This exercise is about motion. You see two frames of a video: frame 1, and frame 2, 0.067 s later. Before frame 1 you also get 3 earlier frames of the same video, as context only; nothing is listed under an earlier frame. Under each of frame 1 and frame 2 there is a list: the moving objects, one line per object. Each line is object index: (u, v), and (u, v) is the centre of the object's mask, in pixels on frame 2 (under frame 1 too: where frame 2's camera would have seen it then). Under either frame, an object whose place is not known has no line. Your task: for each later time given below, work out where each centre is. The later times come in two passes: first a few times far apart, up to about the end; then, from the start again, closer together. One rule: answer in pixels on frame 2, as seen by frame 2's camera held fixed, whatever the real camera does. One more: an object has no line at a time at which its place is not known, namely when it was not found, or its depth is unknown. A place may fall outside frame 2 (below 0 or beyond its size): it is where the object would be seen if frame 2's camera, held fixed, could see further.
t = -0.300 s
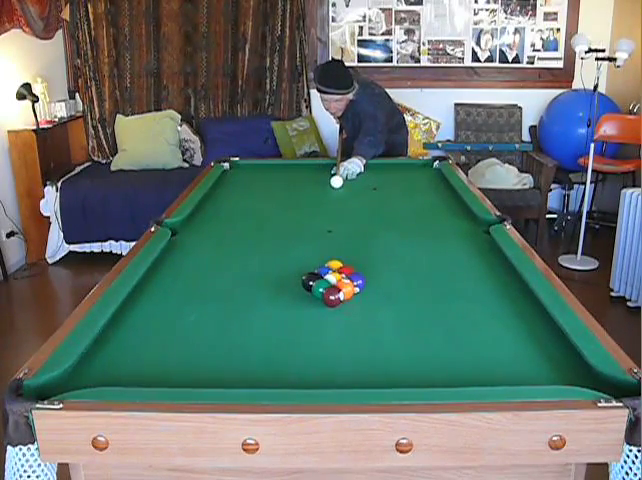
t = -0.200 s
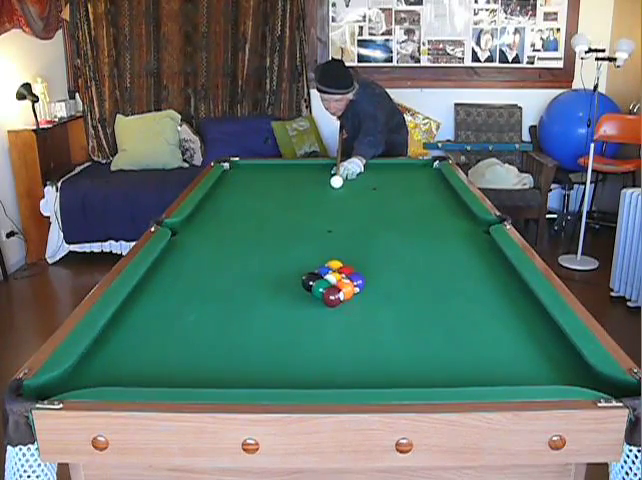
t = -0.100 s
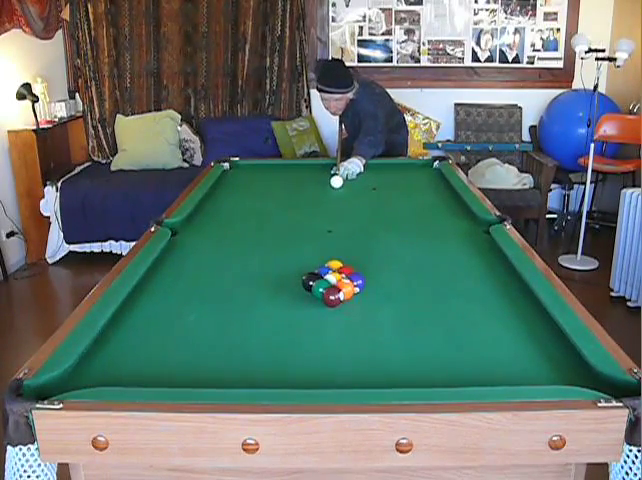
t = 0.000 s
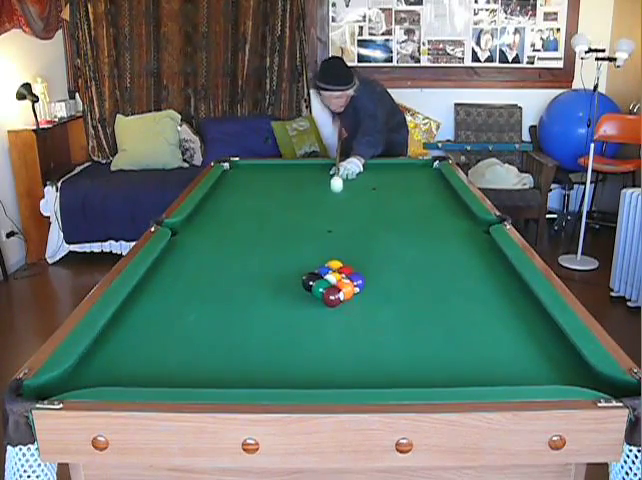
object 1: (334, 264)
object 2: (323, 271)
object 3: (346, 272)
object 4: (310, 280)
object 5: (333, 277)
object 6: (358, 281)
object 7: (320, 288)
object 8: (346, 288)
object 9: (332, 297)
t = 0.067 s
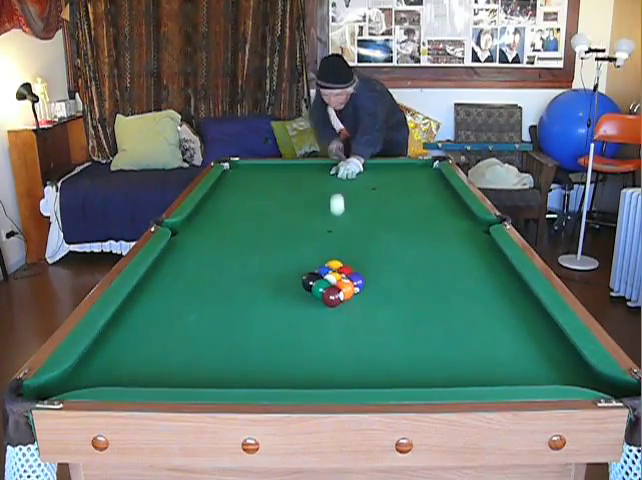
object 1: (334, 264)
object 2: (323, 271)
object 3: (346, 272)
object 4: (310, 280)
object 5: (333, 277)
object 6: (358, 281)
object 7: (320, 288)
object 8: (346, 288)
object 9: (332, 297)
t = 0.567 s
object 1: (376, 262)
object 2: (203, 250)
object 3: (418, 275)
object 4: (139, 377)
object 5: (291, 299)
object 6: (442, 291)
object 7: (236, 327)
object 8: (513, 329)
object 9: (335, 374)
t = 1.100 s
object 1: (422, 253)
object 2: (252, 230)
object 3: (505, 272)
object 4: (375, 322)
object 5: (231, 323)
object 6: (536, 312)
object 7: (105, 375)
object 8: (450, 369)
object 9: (334, 309)
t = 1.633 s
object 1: (455, 246)
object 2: (334, 217)
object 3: (466, 272)
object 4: (502, 276)
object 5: (173, 346)
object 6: (496, 326)
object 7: (124, 341)
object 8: (321, 373)
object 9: (331, 259)
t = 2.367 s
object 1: (483, 239)
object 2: (418, 201)
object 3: (393, 274)
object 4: (376, 237)
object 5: (108, 373)
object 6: (448, 338)
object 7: (188, 311)
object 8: (195, 348)
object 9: (328, 219)
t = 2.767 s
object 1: (481, 238)
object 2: (452, 195)
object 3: (360, 274)
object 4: (332, 222)
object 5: (81, 382)
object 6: (429, 342)
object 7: (212, 301)
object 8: (144, 337)
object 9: (327, 204)
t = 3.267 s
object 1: (481, 238)
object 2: (425, 192)
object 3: (328, 275)
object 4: (290, 207)
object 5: (59, 386)
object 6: (414, 343)
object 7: (232, 293)
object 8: (121, 327)
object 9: (326, 190)
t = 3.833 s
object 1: (481, 238)
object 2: (401, 190)
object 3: (304, 276)
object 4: (256, 194)
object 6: (413, 343)
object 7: (246, 288)
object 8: (151, 322)
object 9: (326, 179)
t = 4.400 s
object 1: (481, 238)
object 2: (385, 189)
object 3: (294, 277)
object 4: (232, 185)
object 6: (413, 343)
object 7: (249, 287)
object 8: (163, 318)
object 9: (326, 171)
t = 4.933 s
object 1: (481, 238)
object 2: (378, 188)
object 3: (294, 276)
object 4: (222, 179)
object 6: (413, 343)
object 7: (249, 287)
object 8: (164, 317)
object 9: (325, 165)
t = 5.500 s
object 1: (481, 238)
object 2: (378, 188)
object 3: (294, 277)
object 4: (232, 176)
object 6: (413, 343)
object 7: (249, 287)
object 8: (164, 317)
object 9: (324, 164)
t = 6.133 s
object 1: (481, 238)
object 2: (378, 188)
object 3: (294, 277)
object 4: (238, 174)
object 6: (414, 343)
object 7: (249, 287)
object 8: (164, 317)
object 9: (323, 165)
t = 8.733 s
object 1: (481, 238)
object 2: (378, 188)
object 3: (294, 277)
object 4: (239, 174)
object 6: (413, 343)
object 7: (250, 287)
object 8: (164, 317)
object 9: (323, 165)
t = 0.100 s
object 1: (334, 264)
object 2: (323, 271)
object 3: (346, 272)
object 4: (310, 280)
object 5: (333, 277)
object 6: (358, 281)
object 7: (320, 288)
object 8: (346, 288)
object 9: (332, 297)
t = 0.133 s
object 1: (334, 264)
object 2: (323, 271)
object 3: (346, 272)
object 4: (310, 280)
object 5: (333, 277)
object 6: (358, 281)
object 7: (320, 288)
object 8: (346, 288)
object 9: (332, 297)
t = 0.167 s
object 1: (334, 264)
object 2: (323, 271)
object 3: (345, 272)
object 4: (310, 280)
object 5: (333, 277)
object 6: (358, 281)
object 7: (320, 288)
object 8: (346, 288)
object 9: (332, 297)
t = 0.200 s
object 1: (334, 265)
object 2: (320, 272)
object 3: (347, 273)
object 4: (305, 283)
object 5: (333, 279)
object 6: (360, 280)
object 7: (318, 289)
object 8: (351, 291)
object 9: (332, 298)
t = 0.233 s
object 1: (338, 267)
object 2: (307, 272)
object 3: (354, 275)
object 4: (282, 293)
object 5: (329, 283)
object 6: (368, 279)
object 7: (312, 293)
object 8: (364, 294)
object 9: (332, 303)
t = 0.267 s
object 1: (343, 267)
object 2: (293, 268)
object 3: (361, 276)
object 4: (254, 302)
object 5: (325, 285)
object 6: (377, 281)
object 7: (306, 297)
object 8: (379, 297)
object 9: (333, 311)
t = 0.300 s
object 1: (347, 267)
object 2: (281, 266)
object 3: (367, 276)
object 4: (221, 312)
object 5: (321, 287)
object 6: (382, 284)
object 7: (298, 300)
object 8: (395, 301)
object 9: (333, 316)
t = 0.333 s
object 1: (351, 266)
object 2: (270, 264)
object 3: (374, 276)
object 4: (192, 323)
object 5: (316, 289)
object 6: (390, 285)
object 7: (291, 303)
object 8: (409, 305)
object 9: (332, 323)
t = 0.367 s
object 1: (354, 266)
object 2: (260, 261)
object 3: (380, 275)
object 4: (162, 333)
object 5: (313, 290)
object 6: (398, 286)
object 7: (282, 307)
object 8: (423, 308)
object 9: (333, 329)
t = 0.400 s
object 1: (358, 265)
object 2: (249, 261)
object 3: (386, 275)
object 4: (129, 342)
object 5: (310, 291)
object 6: (407, 287)
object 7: (276, 311)
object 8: (437, 311)
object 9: (334, 336)
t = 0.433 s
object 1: (362, 264)
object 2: (240, 257)
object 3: (393, 275)
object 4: (101, 352)
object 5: (306, 293)
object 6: (414, 288)
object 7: (269, 315)
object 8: (452, 315)
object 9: (334, 343)
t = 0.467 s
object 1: (365, 264)
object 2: (230, 255)
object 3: (399, 275)
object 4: (92, 359)
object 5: (302, 295)
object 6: (422, 288)
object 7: (261, 317)
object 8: (468, 318)
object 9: (334, 350)
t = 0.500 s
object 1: (369, 263)
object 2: (222, 253)
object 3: (405, 275)
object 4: (109, 364)
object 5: (298, 296)
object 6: (430, 289)
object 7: (253, 320)
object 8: (482, 322)
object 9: (333, 357)
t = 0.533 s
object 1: (372, 262)
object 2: (213, 251)
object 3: (412, 274)
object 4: (127, 373)
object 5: (295, 298)
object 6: (436, 290)
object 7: (245, 323)
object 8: (497, 325)
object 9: (334, 365)
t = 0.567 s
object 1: (376, 262)
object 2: (203, 250)
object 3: (418, 275)
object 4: (139, 377)
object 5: (291, 299)
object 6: (442, 291)
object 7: (236, 327)
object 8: (513, 329)
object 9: (335, 374)
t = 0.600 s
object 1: (379, 261)
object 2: (195, 246)
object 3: (424, 275)
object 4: (154, 380)
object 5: (287, 301)
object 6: (449, 292)
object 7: (228, 333)
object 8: (530, 333)
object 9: (335, 379)
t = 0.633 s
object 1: (382, 261)
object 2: (186, 246)
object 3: (430, 275)
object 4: (170, 376)
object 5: (283, 303)
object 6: (456, 293)
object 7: (219, 337)
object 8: (545, 336)
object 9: (335, 379)
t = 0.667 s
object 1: (386, 260)
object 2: (180, 243)
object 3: (436, 274)
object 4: (191, 373)
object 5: (280, 304)
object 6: (461, 294)
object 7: (211, 341)
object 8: (556, 339)
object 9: (334, 374)
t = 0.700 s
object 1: (389, 259)
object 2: (176, 242)
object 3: (441, 274)
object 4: (207, 368)
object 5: (275, 305)
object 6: (468, 296)
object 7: (202, 345)
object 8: (548, 342)
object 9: (334, 367)
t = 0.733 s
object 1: (392, 259)
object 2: (183, 241)
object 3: (447, 274)
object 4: (221, 364)
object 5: (272, 306)
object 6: (474, 297)
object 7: (194, 348)
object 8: (540, 344)
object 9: (334, 361)
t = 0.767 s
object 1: (395, 258)
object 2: (190, 240)
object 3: (452, 274)
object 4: (239, 358)
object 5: (268, 309)
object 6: (481, 299)
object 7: (184, 351)
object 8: (532, 346)
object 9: (333, 356)
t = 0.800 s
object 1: (398, 257)
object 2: (197, 239)
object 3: (457, 274)
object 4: (255, 356)
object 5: (264, 310)
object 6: (487, 301)
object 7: (175, 356)
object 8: (524, 348)
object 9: (333, 350)
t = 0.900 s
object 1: (406, 256)
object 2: (216, 236)
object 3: (474, 273)
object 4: (299, 342)
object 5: (253, 314)
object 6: (505, 304)
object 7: (146, 370)
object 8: (501, 355)
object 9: (334, 335)
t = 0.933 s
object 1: (409, 255)
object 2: (222, 235)
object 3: (480, 273)
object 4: (312, 340)
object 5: (249, 316)
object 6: (512, 306)
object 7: (136, 374)
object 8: (492, 358)
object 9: (334, 330)
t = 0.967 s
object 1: (412, 255)
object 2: (229, 234)
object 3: (485, 273)
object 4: (324, 337)
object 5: (245, 318)
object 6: (517, 308)
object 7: (127, 377)
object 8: (484, 360)
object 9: (336, 323)
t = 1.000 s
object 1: (414, 254)
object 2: (235, 232)
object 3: (490, 273)
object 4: (338, 332)
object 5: (241, 319)
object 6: (523, 308)
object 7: (117, 379)
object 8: (476, 362)
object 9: (331, 317)
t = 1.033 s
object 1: (417, 254)
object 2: (241, 232)
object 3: (495, 273)
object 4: (353, 328)
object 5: (238, 321)
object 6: (530, 309)
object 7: (111, 377)
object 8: (467, 364)
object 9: (334, 316)
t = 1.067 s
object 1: (419, 253)
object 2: (247, 231)
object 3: (499, 273)
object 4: (364, 326)
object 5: (234, 322)
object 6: (536, 311)
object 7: (108, 375)
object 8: (459, 367)
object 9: (333, 312)
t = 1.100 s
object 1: (422, 253)
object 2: (252, 230)
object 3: (505, 272)
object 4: (375, 322)
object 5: (231, 323)
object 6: (536, 312)
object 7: (105, 375)
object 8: (450, 369)
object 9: (334, 309)
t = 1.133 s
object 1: (424, 252)
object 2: (257, 229)
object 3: (508, 272)
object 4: (387, 318)
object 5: (227, 325)
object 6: (535, 313)
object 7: (102, 373)
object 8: (441, 371)
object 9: (334, 305)
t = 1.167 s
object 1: (427, 251)
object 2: (263, 228)
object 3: (506, 272)
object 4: (399, 315)
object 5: (223, 326)
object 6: (531, 314)
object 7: (100, 370)
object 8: (433, 373)
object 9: (334, 301)
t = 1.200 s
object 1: (429, 251)
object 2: (269, 227)
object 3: (503, 272)
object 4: (409, 312)
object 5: (219, 328)
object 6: (529, 315)
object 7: (96, 368)
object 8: (424, 375)
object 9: (333, 297)
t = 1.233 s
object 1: (431, 250)
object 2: (275, 226)
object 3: (500, 272)
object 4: (420, 309)
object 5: (216, 330)
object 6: (526, 316)
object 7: (92, 366)
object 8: (416, 376)
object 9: (333, 294)
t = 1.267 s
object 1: (434, 250)
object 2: (280, 225)
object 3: (497, 272)
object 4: (430, 305)
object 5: (212, 331)
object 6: (524, 317)
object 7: (88, 363)
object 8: (407, 378)
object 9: (333, 291)
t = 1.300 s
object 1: (436, 250)
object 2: (286, 224)
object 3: (494, 272)
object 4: (441, 303)
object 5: (209, 332)
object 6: (522, 317)
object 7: (87, 361)
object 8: (398, 379)
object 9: (333, 287)
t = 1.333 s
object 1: (438, 249)
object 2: (290, 223)
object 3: (491, 272)
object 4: (450, 300)
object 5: (205, 334)
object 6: (519, 319)
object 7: (90, 358)
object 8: (388, 381)
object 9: (333, 284)
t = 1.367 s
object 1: (440, 249)
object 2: (295, 223)
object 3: (488, 272)
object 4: (460, 297)
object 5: (201, 335)
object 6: (516, 319)
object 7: (93, 356)
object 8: (381, 380)
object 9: (333, 281)
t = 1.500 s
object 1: (448, 247)
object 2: (316, 219)
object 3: (477, 272)
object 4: (497, 288)
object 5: (187, 341)
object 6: (506, 323)
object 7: (110, 348)
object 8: (350, 377)
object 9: (332, 269)
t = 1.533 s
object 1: (450, 247)
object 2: (321, 218)
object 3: (474, 272)
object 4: (505, 283)
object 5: (183, 342)
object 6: (503, 323)
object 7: (115, 346)
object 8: (343, 376)
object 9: (332, 266)
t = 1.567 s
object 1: (452, 246)
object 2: (325, 218)
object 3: (471, 272)
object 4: (514, 279)
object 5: (180, 344)
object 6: (500, 324)
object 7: (117, 346)
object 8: (335, 375)
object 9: (331, 264)
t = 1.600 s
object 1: (454, 246)
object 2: (329, 217)
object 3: (468, 272)
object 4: (511, 277)
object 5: (177, 345)
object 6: (498, 325)
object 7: (120, 343)
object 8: (328, 374)
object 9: (331, 262)
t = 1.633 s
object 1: (455, 246)
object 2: (334, 217)
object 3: (466, 272)
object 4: (502, 276)
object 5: (173, 346)
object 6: (496, 326)
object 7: (124, 341)
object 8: (321, 373)
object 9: (331, 259)
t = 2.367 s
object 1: (483, 239)
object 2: (418, 201)
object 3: (393, 274)
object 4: (376, 237)
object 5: (108, 373)
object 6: (448, 338)
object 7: (188, 311)
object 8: (195, 348)
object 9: (328, 219)
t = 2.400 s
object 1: (484, 239)
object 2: (421, 201)
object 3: (390, 274)
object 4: (372, 236)
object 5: (106, 374)
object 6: (446, 339)
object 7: (190, 310)
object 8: (190, 347)
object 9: (327, 217)
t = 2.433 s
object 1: (485, 238)
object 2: (424, 200)
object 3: (387, 274)
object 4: (368, 234)
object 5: (104, 375)
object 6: (444, 339)
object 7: (193, 309)
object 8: (186, 346)
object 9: (327, 216)
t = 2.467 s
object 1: (485, 238)
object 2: (428, 200)
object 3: (384, 274)
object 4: (364, 233)
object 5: (101, 376)
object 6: (443, 340)
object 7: (195, 308)
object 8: (181, 345)
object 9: (327, 215)
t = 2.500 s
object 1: (484, 238)
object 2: (431, 200)
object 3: (381, 274)
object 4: (360, 231)
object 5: (99, 376)
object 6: (442, 340)
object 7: (196, 308)
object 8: (177, 344)
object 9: (327, 213)
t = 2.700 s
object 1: (482, 238)
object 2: (447, 197)
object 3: (365, 274)
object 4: (338, 224)
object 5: (85, 381)
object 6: (431, 342)
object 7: (208, 302)
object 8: (152, 339)
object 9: (327, 206)
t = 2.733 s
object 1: (481, 238)
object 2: (449, 196)
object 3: (362, 274)
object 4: (335, 223)
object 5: (83, 381)
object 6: (430, 342)
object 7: (210, 301)
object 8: (148, 338)
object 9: (327, 205)
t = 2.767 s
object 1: (481, 238)
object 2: (452, 195)
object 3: (360, 274)
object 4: (332, 222)
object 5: (81, 382)
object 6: (429, 342)
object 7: (212, 301)
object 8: (144, 337)
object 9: (327, 204)
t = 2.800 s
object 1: (481, 238)
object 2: (452, 195)
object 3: (357, 274)
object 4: (329, 221)
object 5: (79, 382)
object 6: (428, 342)
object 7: (213, 300)
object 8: (140, 337)
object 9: (327, 203)
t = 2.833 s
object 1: (481, 238)
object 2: (450, 194)
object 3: (355, 275)
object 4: (325, 219)
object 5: (77, 383)
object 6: (427, 342)
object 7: (215, 299)
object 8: (137, 336)
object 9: (327, 202)
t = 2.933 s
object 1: (481, 238)
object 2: (444, 194)
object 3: (348, 274)
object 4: (317, 216)
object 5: (72, 384)
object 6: (423, 342)
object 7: (220, 299)
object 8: (126, 334)
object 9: (327, 199)
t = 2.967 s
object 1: (481, 238)
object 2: (441, 194)
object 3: (346, 275)
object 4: (314, 215)
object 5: (70, 384)
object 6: (421, 343)
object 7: (221, 298)
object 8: (123, 333)
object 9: (327, 198)
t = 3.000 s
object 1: (481, 238)
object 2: (440, 194)
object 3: (343, 275)
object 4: (311, 214)
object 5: (69, 384)
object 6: (420, 343)
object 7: (222, 298)
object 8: (120, 332)
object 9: (327, 197)
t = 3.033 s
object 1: (481, 238)
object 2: (439, 194)
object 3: (341, 275)
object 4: (308, 213)
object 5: (67, 384)
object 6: (420, 343)
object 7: (223, 297)
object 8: (117, 331)
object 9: (327, 196)
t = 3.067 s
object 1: (481, 238)
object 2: (437, 193)
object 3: (339, 275)
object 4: (305, 212)
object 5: (66, 385)
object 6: (419, 343)
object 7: (225, 296)
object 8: (113, 330)
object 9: (326, 195)
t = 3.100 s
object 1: (481, 238)
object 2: (435, 193)
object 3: (337, 275)
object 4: (303, 211)
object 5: (64, 385)
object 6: (418, 343)
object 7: (226, 296)
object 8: (111, 329)
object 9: (326, 194)
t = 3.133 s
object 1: (481, 238)
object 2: (432, 193)
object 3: (335, 275)
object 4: (300, 210)
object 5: (63, 385)
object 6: (417, 343)
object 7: (228, 294)
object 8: (112, 329)
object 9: (326, 193)
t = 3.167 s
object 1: (481, 238)
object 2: (431, 192)
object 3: (333, 275)
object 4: (297, 209)
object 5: (62, 385)
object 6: (416, 343)
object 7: (229, 294)
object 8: (114, 329)
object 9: (325, 192)
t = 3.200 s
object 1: (481, 238)
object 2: (429, 192)
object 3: (331, 275)
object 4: (295, 209)
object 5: (61, 385)
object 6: (415, 343)
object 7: (231, 293)
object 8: (116, 328)
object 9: (325, 192)
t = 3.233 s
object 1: (481, 238)
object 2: (427, 192)
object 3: (329, 275)
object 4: (293, 208)
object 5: (60, 386)
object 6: (415, 343)
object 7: (232, 293)
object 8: (119, 328)
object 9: (325, 191)
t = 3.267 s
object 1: (481, 238)
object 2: (425, 192)
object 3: (328, 275)
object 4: (290, 207)
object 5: (59, 386)
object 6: (414, 343)
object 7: (232, 293)
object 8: (121, 327)
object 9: (326, 190)
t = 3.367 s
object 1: (481, 238)
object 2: (420, 192)
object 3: (323, 275)
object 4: (283, 204)
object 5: (53, 388)
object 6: (414, 343)
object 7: (236, 291)
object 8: (128, 326)
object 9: (326, 187)
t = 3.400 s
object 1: (481, 238)
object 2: (419, 192)
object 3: (321, 275)
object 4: (281, 203)
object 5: (50, 390)
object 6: (414, 343)
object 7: (237, 290)
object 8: (129, 326)
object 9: (326, 187)
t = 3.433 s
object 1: (481, 238)
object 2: (417, 191)
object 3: (319, 275)
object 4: (279, 202)
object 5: (47, 393)
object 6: (414, 343)
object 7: (238, 290)
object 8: (131, 325)
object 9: (326, 186)
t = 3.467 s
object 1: (481, 238)
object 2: (416, 191)
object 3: (317, 275)
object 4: (277, 202)
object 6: (413, 343)
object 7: (239, 290)
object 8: (134, 325)
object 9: (325, 185)
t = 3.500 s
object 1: (481, 238)
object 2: (414, 190)
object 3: (316, 275)
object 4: (275, 201)
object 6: (413, 343)
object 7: (240, 289)
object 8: (136, 325)
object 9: (325, 185)
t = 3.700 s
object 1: (481, 238)
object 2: (405, 190)
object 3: (308, 275)
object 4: (263, 197)
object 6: (413, 343)
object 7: (245, 288)
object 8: (146, 323)
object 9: (326, 181)
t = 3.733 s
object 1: (481, 238)
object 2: (404, 190)
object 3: (307, 275)
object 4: (261, 196)
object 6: (413, 343)
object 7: (245, 288)
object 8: (147, 323)
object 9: (326, 181)
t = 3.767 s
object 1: (481, 238)
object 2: (403, 190)
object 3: (305, 275)
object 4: (260, 195)
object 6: (413, 343)
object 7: (245, 288)
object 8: (148, 322)
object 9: (326, 181)
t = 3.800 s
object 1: (481, 238)
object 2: (402, 190)
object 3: (304, 275)
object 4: (258, 195)
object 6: (413, 343)
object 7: (245, 288)
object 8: (149, 322)
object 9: (326, 180)
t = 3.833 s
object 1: (481, 238)
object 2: (401, 190)
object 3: (304, 276)
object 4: (256, 194)
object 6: (413, 343)
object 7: (246, 288)
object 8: (151, 322)
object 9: (326, 179)
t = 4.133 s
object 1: (481, 238)
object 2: (391, 189)
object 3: (297, 277)
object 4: (242, 189)
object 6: (413, 343)
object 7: (249, 287)
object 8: (159, 319)
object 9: (325, 174)
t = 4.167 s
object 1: (481, 238)
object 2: (390, 189)
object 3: (296, 276)
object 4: (241, 188)
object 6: (413, 343)
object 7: (249, 287)
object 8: (160, 319)
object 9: (325, 174)
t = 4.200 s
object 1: (481, 238)
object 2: (390, 189)
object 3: (296, 277)
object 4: (239, 188)
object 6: (413, 343)
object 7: (249, 287)
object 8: (161, 319)
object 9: (325, 174)
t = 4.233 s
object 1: (481, 238)
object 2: (389, 189)
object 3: (296, 276)
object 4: (238, 188)
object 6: (413, 343)
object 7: (249, 287)
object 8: (161, 319)
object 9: (325, 173)
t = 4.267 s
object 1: (481, 238)
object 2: (388, 189)
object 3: (295, 277)
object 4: (237, 187)
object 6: (413, 343)
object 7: (249, 287)
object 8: (162, 318)
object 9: (325, 173)
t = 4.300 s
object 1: (481, 238)
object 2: (387, 189)
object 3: (295, 277)
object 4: (236, 186)
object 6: (413, 343)
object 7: (249, 287)
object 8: (162, 318)
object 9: (325, 173)
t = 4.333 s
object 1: (481, 238)
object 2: (387, 189)
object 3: (295, 276)
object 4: (235, 186)
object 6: (413, 343)
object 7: (250, 287)
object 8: (163, 318)
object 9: (325, 172)
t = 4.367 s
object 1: (481, 238)
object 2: (386, 189)
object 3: (294, 276)
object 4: (233, 186)
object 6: (413, 343)
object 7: (249, 287)
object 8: (163, 318)
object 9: (325, 172)
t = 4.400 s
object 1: (481, 238)
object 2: (385, 189)
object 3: (294, 277)
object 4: (232, 185)
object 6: (413, 343)
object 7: (249, 287)
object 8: (163, 318)
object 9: (326, 171)
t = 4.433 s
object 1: (481, 238)
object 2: (385, 189)
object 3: (294, 276)
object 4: (230, 185)
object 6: (413, 343)
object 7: (249, 287)
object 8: (163, 318)
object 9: (325, 171)
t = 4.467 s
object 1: (481, 238)
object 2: (384, 189)
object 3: (294, 277)
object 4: (229, 185)
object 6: (413, 343)
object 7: (250, 287)
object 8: (164, 317)
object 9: (325, 171)
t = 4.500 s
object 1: (481, 238)
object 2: (383, 189)
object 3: (294, 276)
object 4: (228, 184)
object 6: (413, 343)
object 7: (250, 287)
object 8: (164, 317)
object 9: (326, 170)
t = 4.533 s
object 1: (481, 238)
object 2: (383, 189)
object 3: (294, 277)
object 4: (227, 184)
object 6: (413, 343)
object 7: (249, 287)
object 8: (164, 317)
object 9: (325, 170)
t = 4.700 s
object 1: (481, 238)
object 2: (381, 188)
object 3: (294, 277)
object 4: (222, 181)
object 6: (413, 343)
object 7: (249, 287)
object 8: (164, 317)
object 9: (325, 168)
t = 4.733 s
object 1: (481, 238)
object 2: (380, 188)
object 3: (294, 277)
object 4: (221, 181)
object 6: (413, 343)
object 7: (249, 287)
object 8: (164, 317)
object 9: (325, 168)
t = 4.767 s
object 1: (481, 238)
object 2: (380, 188)
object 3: (294, 277)
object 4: (220, 181)
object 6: (413, 343)
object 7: (249, 287)
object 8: (164, 317)
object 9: (325, 167)
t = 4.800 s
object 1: (481, 238)
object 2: (379, 188)
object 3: (294, 277)
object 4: (220, 181)
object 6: (413, 343)
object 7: (249, 287)
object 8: (164, 317)
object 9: (325, 167)
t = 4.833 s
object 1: (481, 238)
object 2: (379, 188)
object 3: (294, 277)
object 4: (220, 181)
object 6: (413, 343)
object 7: (249, 287)
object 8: (164, 317)
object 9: (325, 167)
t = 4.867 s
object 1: (481, 238)
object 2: (379, 188)
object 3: (294, 277)
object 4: (221, 180)
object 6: (413, 343)
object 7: (249, 287)
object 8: (164, 317)
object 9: (325, 166)
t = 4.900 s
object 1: (481, 238)
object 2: (379, 188)
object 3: (294, 276)
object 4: (221, 179)
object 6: (413, 343)
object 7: (249, 287)
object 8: (164, 317)
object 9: (325, 166)
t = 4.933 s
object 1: (481, 238)
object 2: (378, 188)
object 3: (294, 276)
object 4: (222, 179)
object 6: (413, 343)
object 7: (249, 287)
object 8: (164, 317)
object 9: (325, 165)
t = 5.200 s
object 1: (481, 238)
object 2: (378, 188)
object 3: (294, 277)
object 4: (227, 178)
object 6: (413, 343)
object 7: (250, 287)
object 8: (164, 317)
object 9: (325, 164)
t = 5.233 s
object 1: (481, 238)
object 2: (378, 188)
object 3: (294, 277)
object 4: (227, 178)
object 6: (413, 343)
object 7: (249, 287)
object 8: (164, 317)
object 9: (325, 164)
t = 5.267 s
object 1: (481, 238)
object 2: (378, 188)
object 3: (294, 276)
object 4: (227, 178)
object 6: (413, 343)
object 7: (249, 287)
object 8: (164, 317)
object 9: (325, 163)
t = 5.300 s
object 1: (481, 238)
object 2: (378, 188)
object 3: (294, 277)
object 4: (228, 177)
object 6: (413, 343)
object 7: (249, 287)
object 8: (164, 317)
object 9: (325, 164)
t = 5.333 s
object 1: (481, 238)
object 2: (378, 188)
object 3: (294, 276)
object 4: (229, 177)
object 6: (413, 343)
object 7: (250, 287)
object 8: (164, 317)
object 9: (325, 164)
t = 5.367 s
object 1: (481, 238)
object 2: (378, 188)
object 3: (294, 277)
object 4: (229, 177)
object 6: (413, 343)
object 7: (249, 287)
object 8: (164, 317)
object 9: (325, 164)
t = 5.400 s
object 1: (481, 238)
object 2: (378, 188)
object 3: (294, 276)
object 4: (230, 176)
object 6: (413, 343)
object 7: (250, 287)
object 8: (164, 317)
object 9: (325, 164)
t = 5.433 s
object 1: (481, 238)
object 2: (378, 188)
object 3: (294, 277)
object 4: (230, 175)
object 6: (413, 343)
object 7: (249, 287)
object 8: (164, 317)
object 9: (324, 164)
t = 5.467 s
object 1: (481, 238)
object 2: (378, 188)
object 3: (294, 277)
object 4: (231, 175)
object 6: (413, 343)
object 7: (249, 287)
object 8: (164, 317)
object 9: (324, 164)
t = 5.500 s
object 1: (481, 238)
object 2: (378, 188)
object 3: (294, 277)
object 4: (232, 176)
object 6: (413, 343)
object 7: (249, 287)
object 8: (164, 317)
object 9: (324, 164)
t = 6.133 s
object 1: (481, 238)
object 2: (378, 188)
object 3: (294, 277)
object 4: (238, 174)
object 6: (414, 343)
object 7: (249, 287)
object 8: (164, 317)
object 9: (323, 165)
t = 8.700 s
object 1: (481, 238)
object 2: (378, 188)
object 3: (294, 277)
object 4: (239, 174)
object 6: (413, 343)
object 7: (250, 287)
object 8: (164, 317)
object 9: (323, 166)
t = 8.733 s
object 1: (481, 238)
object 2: (378, 188)
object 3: (294, 277)
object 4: (239, 174)
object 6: (413, 343)
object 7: (250, 287)
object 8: (164, 317)
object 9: (323, 165)
